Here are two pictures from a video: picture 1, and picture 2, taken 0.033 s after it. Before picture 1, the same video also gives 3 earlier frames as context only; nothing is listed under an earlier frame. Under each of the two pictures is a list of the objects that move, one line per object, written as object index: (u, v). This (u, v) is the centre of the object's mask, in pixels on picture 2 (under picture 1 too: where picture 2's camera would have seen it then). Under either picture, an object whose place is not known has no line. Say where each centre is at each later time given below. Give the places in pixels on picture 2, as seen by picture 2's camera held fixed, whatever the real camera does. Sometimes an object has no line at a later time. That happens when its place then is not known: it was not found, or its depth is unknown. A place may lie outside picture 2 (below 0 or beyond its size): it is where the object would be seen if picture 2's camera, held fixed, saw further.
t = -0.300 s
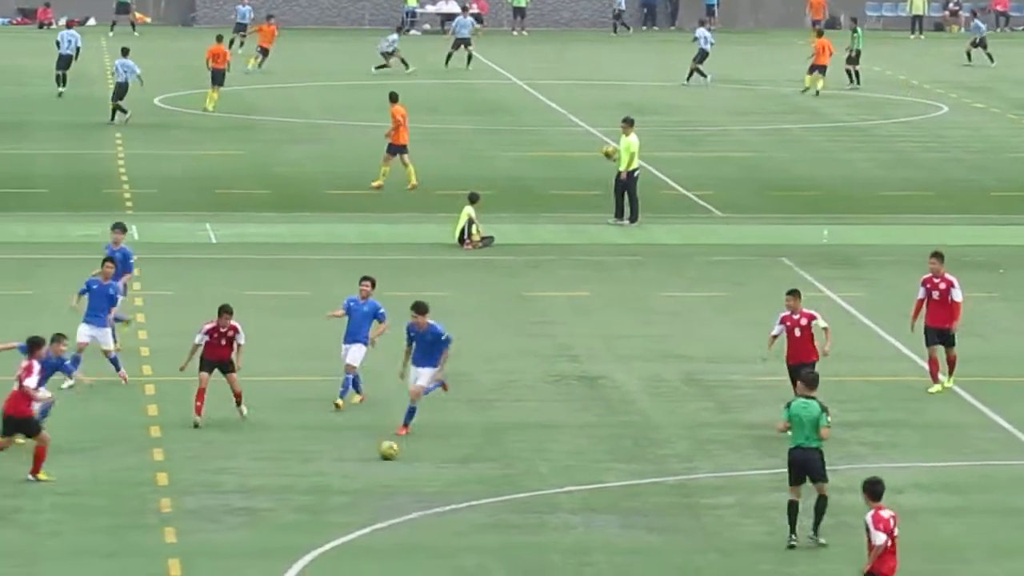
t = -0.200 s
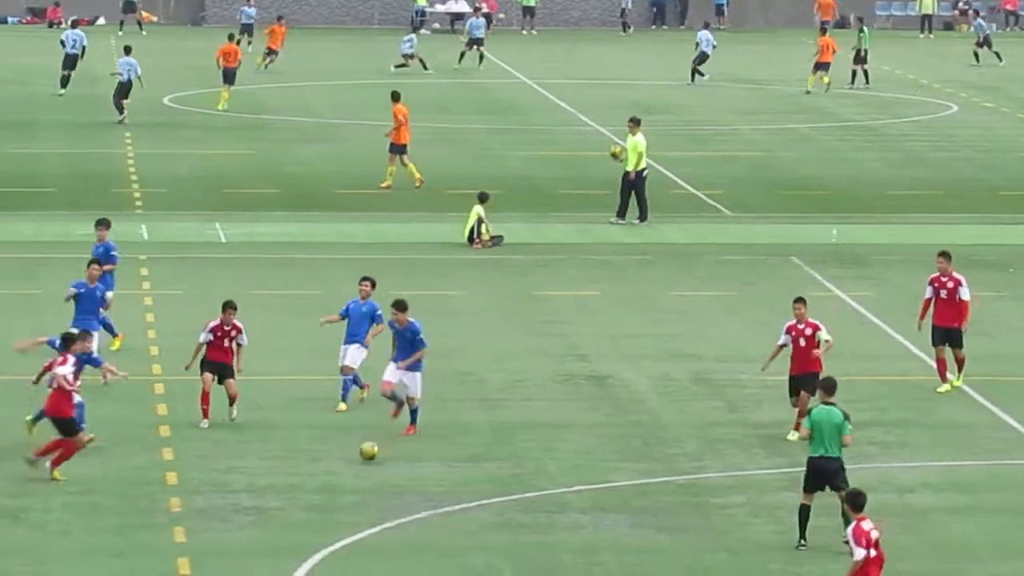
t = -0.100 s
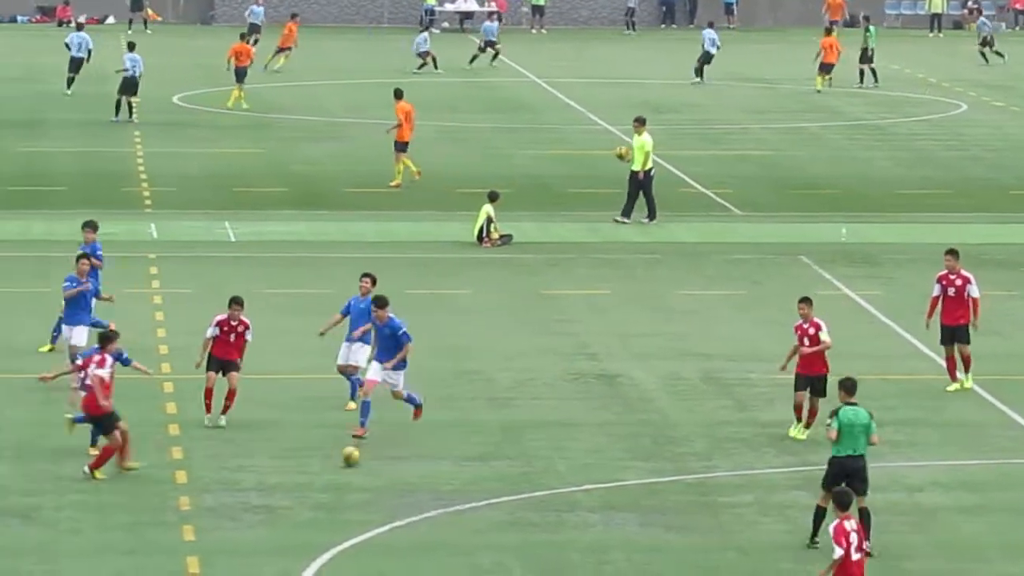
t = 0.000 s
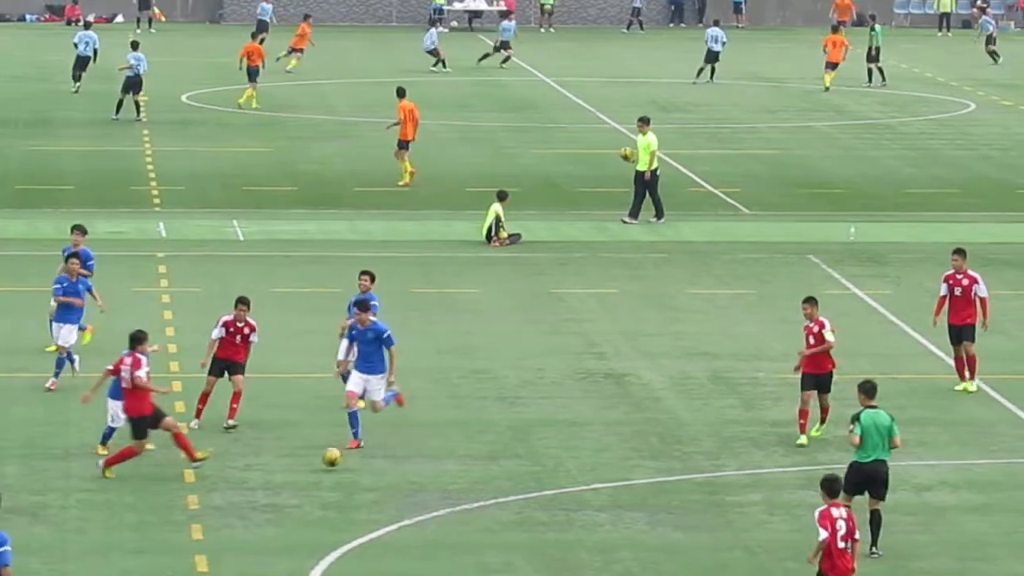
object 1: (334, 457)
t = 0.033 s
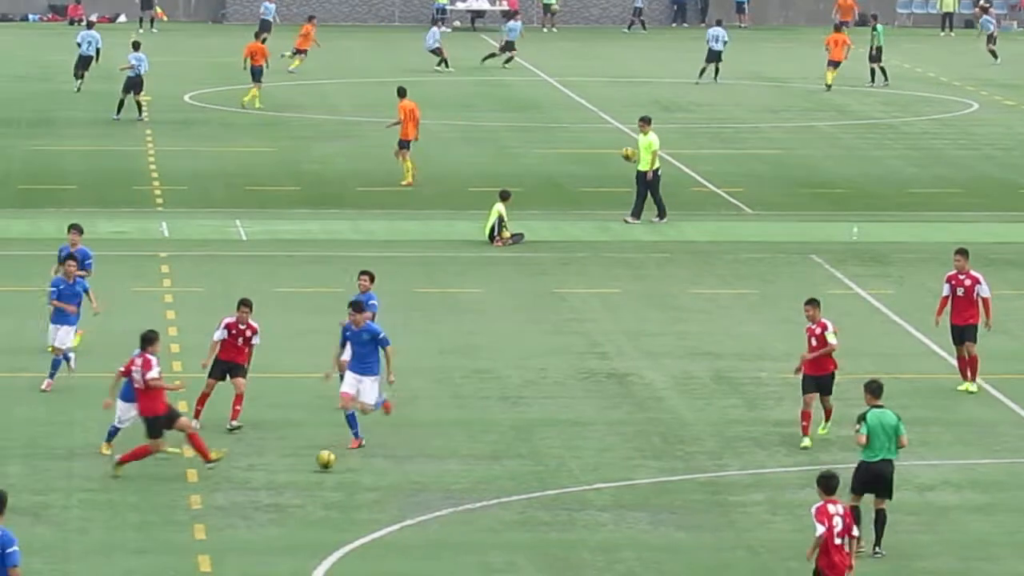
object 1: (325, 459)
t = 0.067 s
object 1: (317, 463)
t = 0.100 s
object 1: (308, 464)
